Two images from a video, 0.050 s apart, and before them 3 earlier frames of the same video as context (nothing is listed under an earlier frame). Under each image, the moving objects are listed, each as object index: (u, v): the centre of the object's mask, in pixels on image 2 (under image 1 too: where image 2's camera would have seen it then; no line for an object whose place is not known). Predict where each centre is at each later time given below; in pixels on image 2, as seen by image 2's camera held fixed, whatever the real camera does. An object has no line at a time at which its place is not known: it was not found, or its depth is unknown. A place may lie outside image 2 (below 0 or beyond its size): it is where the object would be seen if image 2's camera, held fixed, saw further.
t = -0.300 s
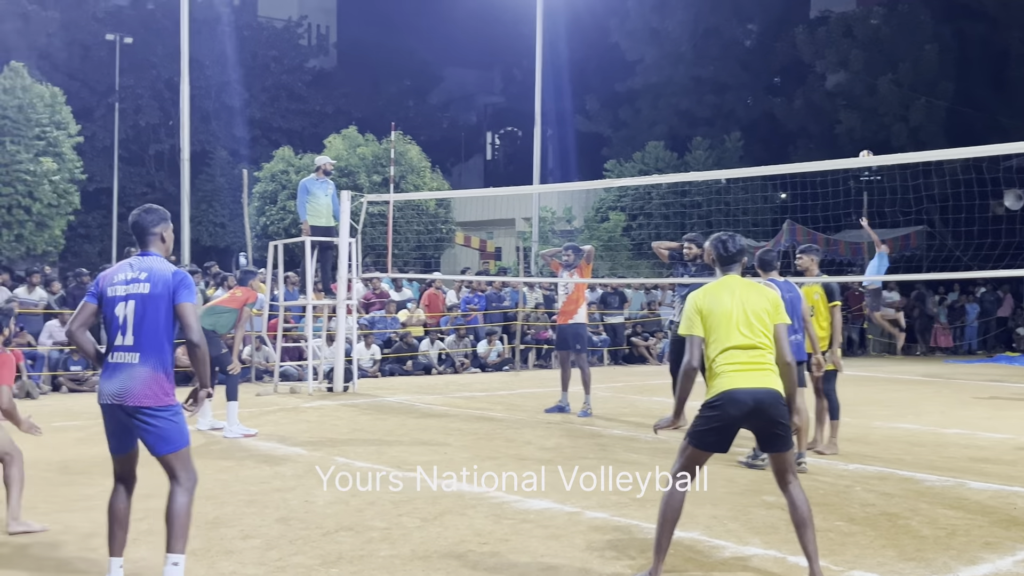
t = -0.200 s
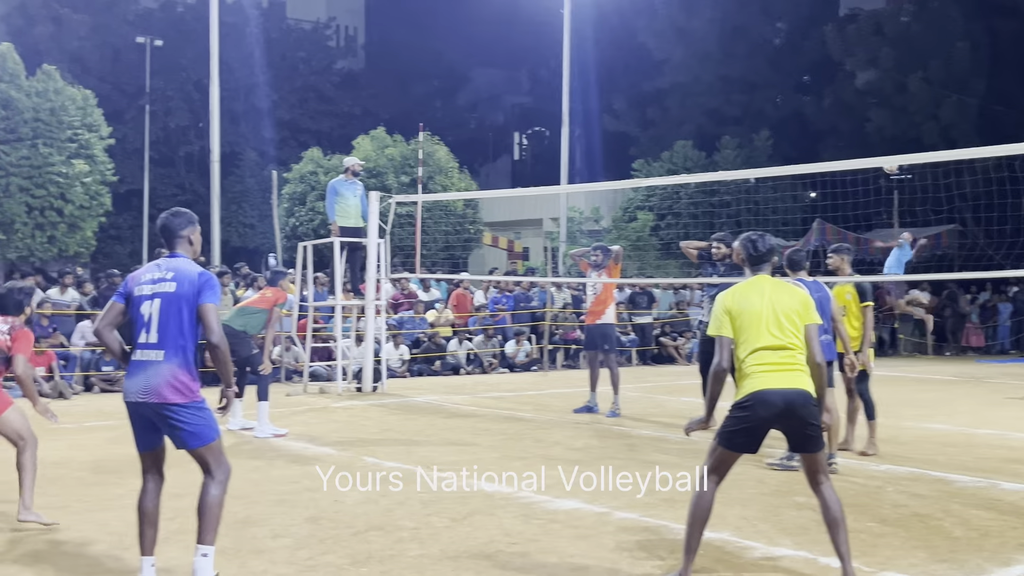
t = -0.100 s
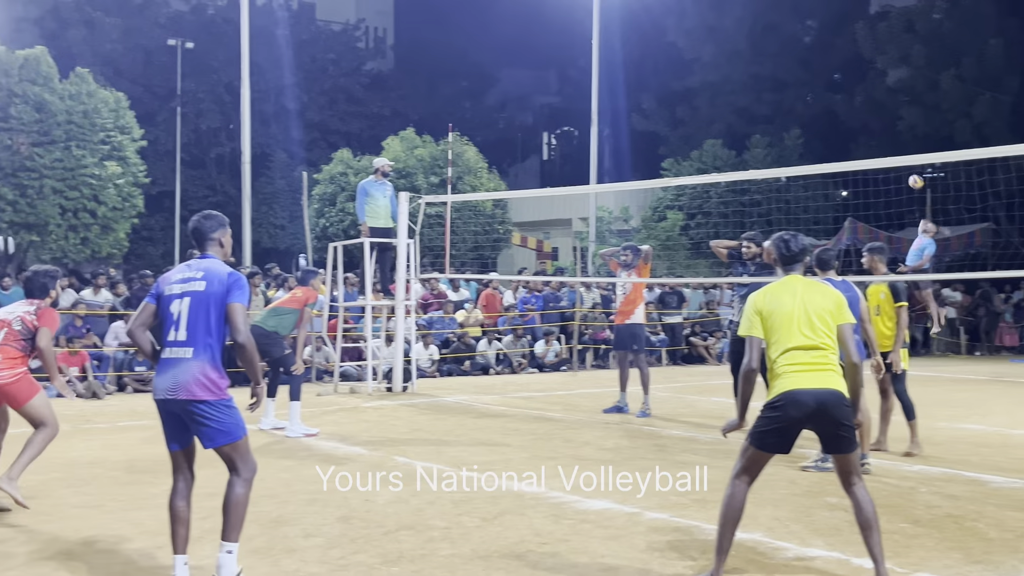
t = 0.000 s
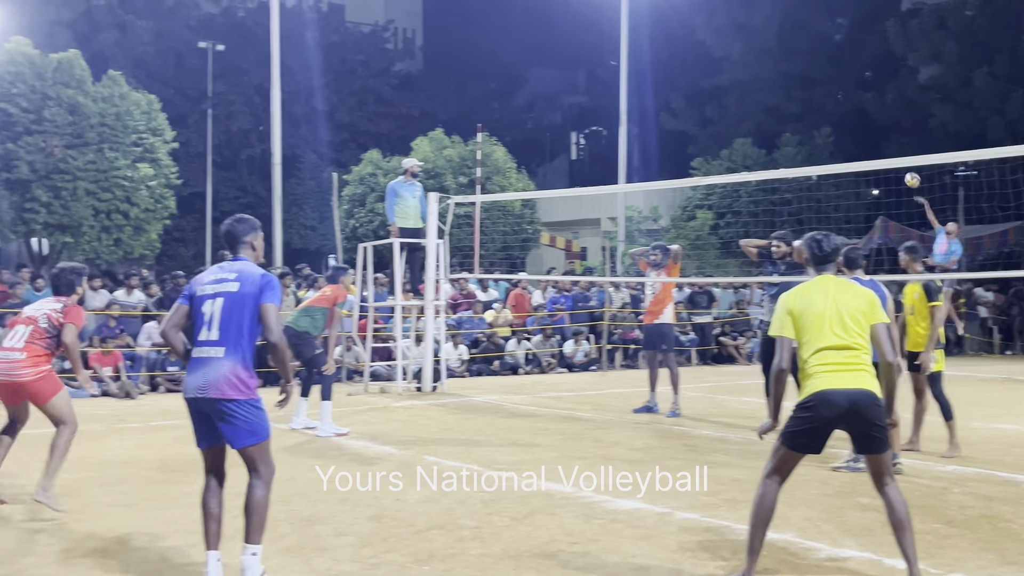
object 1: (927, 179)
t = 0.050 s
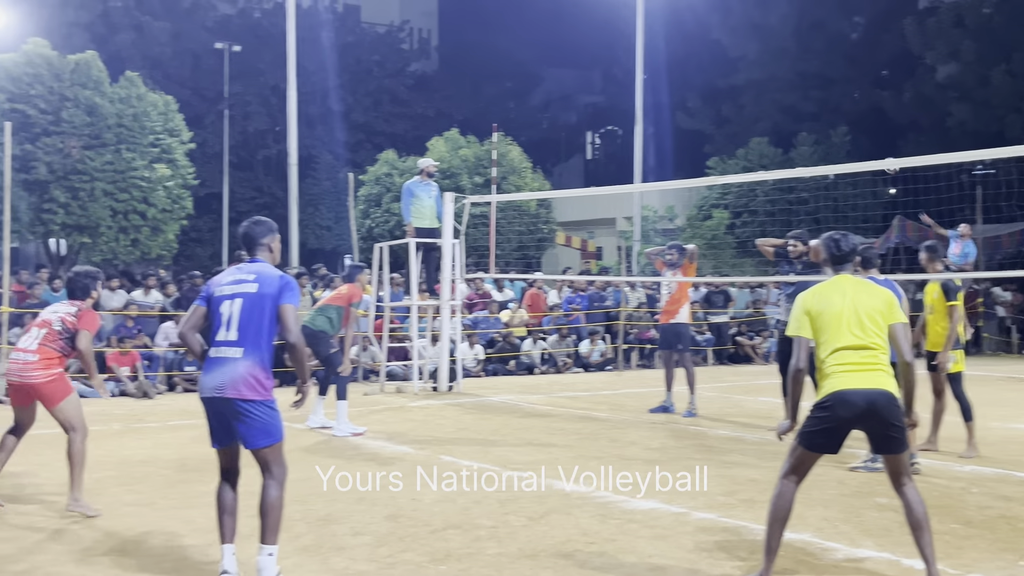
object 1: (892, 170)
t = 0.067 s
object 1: (878, 158)
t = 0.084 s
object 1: (865, 156)
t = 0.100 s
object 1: (853, 154)
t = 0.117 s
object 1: (841, 152)
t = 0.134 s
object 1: (828, 148)
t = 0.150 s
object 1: (814, 146)
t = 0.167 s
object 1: (801, 143)
